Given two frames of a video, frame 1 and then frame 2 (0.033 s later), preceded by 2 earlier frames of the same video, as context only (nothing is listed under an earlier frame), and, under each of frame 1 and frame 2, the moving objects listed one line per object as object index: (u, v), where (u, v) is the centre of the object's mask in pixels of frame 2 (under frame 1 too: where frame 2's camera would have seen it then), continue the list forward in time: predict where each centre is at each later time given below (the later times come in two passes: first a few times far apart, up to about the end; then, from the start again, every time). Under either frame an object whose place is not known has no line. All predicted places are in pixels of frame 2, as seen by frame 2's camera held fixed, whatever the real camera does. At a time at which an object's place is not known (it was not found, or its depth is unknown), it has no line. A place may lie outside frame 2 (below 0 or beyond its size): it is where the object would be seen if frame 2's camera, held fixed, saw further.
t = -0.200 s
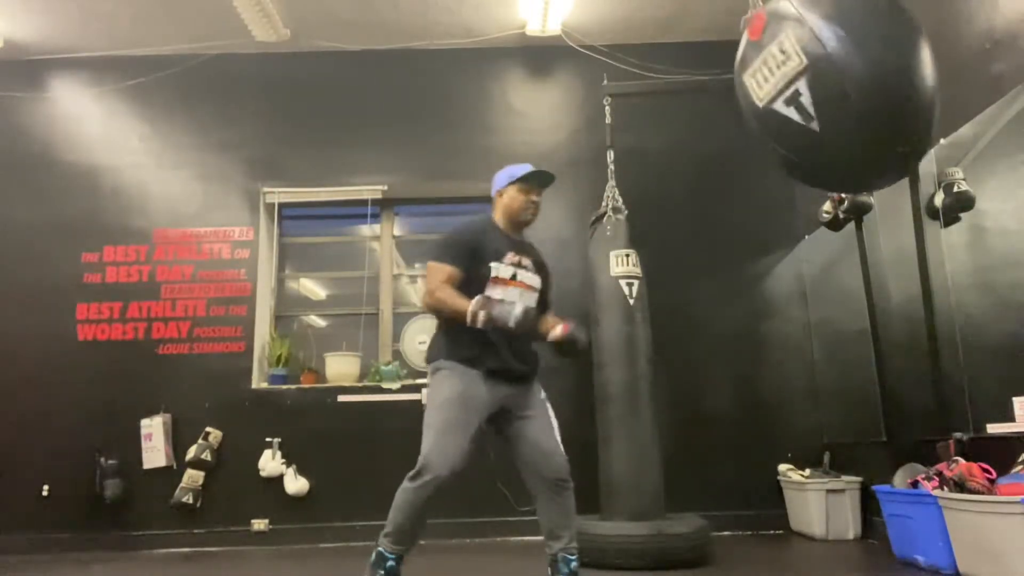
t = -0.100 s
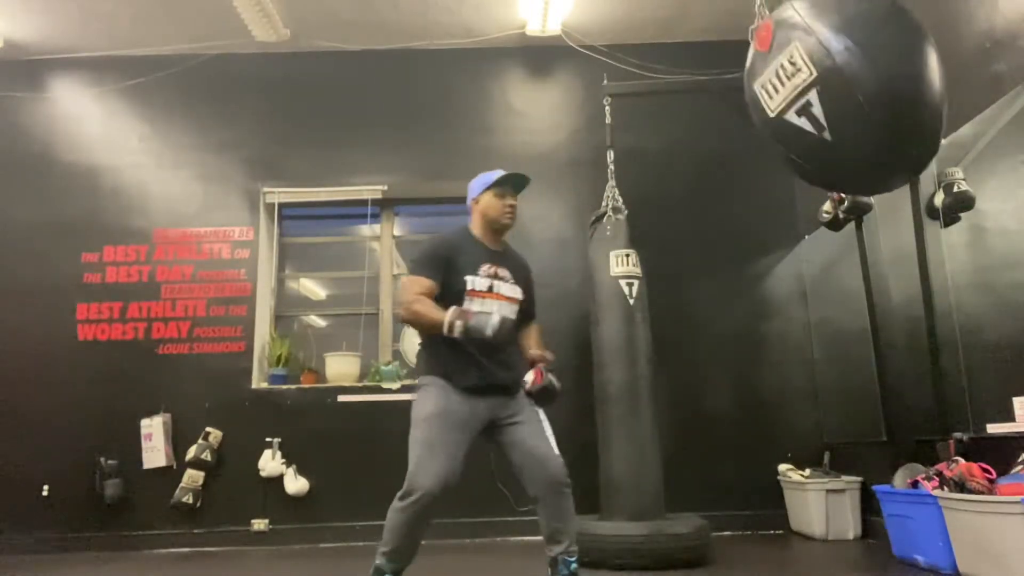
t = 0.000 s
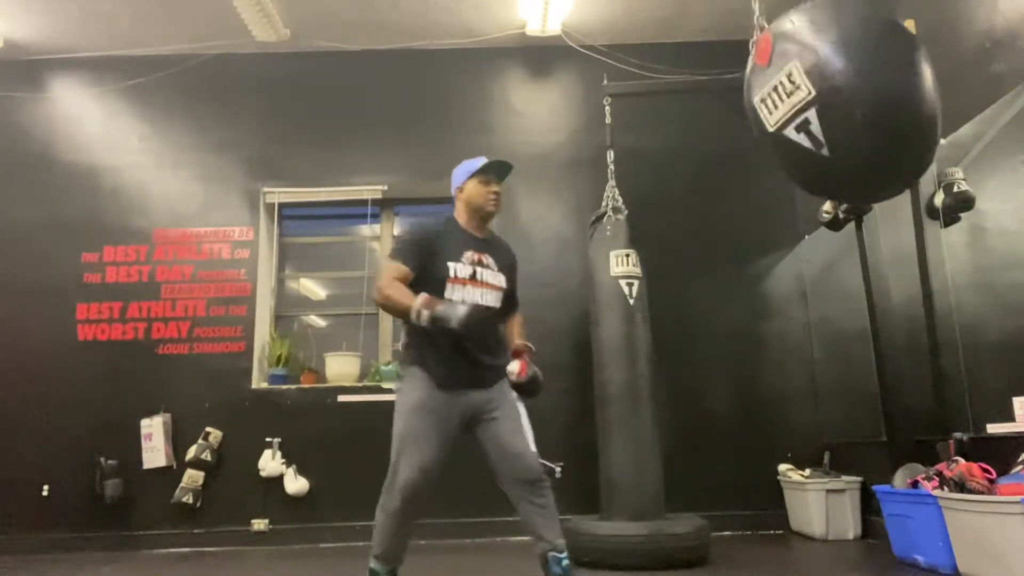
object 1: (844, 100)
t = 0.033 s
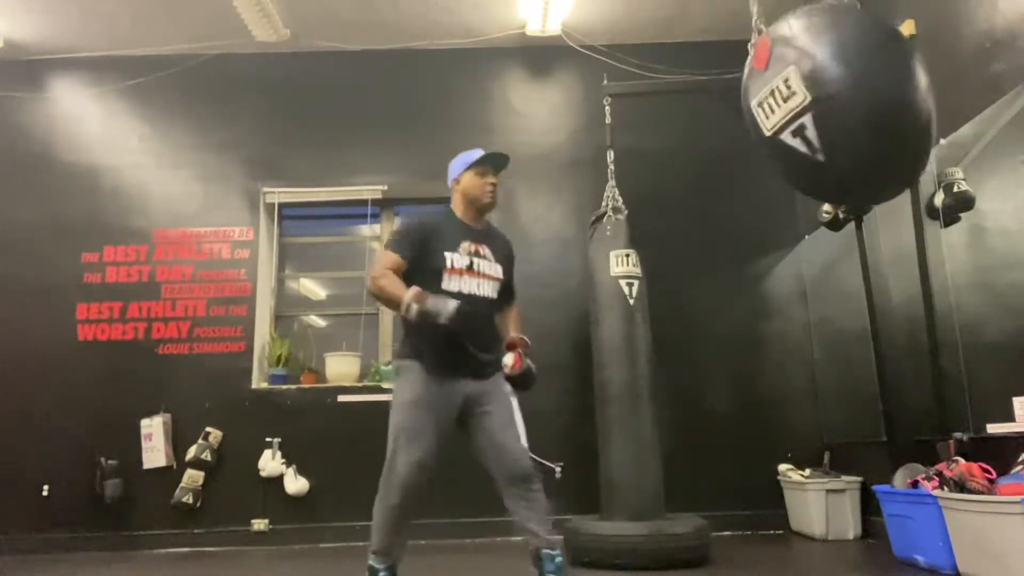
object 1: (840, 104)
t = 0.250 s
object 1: (792, 134)
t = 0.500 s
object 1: (705, 157)
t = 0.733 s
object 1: (626, 157)
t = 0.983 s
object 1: (580, 139)
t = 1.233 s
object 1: (591, 125)
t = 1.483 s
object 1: (666, 112)
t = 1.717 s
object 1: (763, 102)
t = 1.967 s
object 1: (833, 97)
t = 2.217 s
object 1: (833, 113)
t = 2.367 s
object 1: (802, 131)
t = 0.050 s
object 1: (838, 107)
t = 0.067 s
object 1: (835, 109)
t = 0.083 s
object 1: (832, 111)
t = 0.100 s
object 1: (830, 114)
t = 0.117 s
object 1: (826, 116)
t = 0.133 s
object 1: (823, 119)
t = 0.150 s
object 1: (819, 121)
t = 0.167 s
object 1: (815, 124)
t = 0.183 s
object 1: (811, 125)
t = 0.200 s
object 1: (807, 128)
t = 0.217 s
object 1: (802, 131)
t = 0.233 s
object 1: (797, 132)
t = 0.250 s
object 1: (792, 134)
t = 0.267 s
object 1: (787, 137)
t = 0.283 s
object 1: (782, 140)
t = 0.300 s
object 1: (777, 141)
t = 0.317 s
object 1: (771, 142)
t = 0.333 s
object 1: (765, 144)
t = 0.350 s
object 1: (760, 146)
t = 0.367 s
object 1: (753, 148)
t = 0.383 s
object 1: (748, 150)
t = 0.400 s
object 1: (743, 152)
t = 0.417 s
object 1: (735, 152)
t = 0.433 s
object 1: (729, 153)
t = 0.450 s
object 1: (723, 155)
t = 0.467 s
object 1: (717, 156)
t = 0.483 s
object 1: (711, 157)
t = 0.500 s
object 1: (705, 157)
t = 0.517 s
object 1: (697, 158)
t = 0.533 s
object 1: (691, 159)
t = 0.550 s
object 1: (685, 160)
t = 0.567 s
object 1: (680, 161)
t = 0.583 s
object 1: (674, 161)
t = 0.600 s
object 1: (668, 161)
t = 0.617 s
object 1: (662, 161)
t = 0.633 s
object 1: (657, 160)
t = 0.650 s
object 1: (652, 160)
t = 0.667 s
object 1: (646, 159)
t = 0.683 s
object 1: (641, 159)
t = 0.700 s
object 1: (636, 157)
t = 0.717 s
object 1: (631, 157)
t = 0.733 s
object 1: (626, 157)
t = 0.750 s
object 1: (622, 155)
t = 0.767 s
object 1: (617, 155)
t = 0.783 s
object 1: (613, 153)
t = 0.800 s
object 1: (609, 152)
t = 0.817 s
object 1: (606, 151)
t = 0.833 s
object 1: (602, 150)
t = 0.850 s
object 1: (599, 149)
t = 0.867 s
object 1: (596, 148)
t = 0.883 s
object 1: (593, 147)
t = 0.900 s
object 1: (591, 146)
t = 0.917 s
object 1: (588, 144)
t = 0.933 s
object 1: (585, 143)
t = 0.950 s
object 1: (584, 142)
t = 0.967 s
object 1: (582, 141)
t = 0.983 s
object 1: (580, 139)
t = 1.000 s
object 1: (579, 138)
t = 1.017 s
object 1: (578, 137)
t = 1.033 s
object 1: (577, 135)
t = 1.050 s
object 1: (577, 135)
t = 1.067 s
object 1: (577, 134)
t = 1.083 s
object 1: (577, 133)
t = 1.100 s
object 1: (577, 132)
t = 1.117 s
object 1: (577, 131)
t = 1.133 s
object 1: (578, 130)
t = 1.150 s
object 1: (580, 129)
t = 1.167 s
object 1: (582, 128)
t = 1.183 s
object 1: (583, 128)
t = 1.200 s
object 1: (586, 126)
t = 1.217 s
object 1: (588, 126)
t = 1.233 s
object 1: (591, 125)
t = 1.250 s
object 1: (594, 124)
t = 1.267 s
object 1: (597, 124)
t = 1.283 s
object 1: (601, 122)
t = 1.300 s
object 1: (605, 121)
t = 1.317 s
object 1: (609, 121)
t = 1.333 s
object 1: (614, 120)
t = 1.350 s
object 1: (618, 120)
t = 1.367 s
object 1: (622, 118)
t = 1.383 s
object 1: (628, 118)
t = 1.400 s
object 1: (634, 117)
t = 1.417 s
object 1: (639, 115)
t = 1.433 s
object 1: (646, 114)
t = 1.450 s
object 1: (652, 113)
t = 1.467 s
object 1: (659, 113)
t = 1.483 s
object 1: (666, 112)
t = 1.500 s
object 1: (672, 111)
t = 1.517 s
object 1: (680, 111)
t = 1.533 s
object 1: (687, 110)
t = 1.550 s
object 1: (693, 109)
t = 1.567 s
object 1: (702, 106)
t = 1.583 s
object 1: (709, 105)
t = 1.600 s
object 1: (714, 105)
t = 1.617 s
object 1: (723, 104)
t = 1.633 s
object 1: (728, 104)
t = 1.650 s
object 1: (736, 104)
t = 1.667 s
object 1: (743, 103)
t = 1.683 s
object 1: (750, 101)
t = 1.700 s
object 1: (756, 102)
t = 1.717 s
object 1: (763, 102)
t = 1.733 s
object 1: (769, 101)
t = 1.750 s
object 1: (776, 101)
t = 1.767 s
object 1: (782, 100)
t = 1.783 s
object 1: (788, 99)
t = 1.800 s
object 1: (793, 99)
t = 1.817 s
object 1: (798, 98)
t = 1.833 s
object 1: (804, 98)
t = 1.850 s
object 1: (809, 97)
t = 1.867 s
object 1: (813, 97)
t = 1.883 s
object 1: (817, 97)
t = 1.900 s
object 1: (821, 97)
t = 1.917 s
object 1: (825, 97)
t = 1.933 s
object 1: (828, 97)
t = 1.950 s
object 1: (830, 97)
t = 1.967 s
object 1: (833, 97)
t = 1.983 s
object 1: (835, 97)
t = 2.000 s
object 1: (838, 98)
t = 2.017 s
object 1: (839, 98)
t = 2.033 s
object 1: (841, 99)
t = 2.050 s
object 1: (841, 99)
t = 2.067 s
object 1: (842, 100)
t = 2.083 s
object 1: (842, 101)
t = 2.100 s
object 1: (842, 102)
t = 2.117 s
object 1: (841, 104)
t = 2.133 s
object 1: (841, 105)
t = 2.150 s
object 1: (840, 106)
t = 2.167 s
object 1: (839, 108)
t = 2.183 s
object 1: (837, 110)
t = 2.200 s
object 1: (835, 111)
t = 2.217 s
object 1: (833, 113)
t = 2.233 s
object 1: (831, 115)
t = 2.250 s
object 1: (828, 117)
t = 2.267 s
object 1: (825, 120)
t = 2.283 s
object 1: (822, 122)
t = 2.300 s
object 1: (819, 123)
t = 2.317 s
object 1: (815, 125)
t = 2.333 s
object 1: (811, 127)
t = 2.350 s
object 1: (807, 130)
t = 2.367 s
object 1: (802, 131)
